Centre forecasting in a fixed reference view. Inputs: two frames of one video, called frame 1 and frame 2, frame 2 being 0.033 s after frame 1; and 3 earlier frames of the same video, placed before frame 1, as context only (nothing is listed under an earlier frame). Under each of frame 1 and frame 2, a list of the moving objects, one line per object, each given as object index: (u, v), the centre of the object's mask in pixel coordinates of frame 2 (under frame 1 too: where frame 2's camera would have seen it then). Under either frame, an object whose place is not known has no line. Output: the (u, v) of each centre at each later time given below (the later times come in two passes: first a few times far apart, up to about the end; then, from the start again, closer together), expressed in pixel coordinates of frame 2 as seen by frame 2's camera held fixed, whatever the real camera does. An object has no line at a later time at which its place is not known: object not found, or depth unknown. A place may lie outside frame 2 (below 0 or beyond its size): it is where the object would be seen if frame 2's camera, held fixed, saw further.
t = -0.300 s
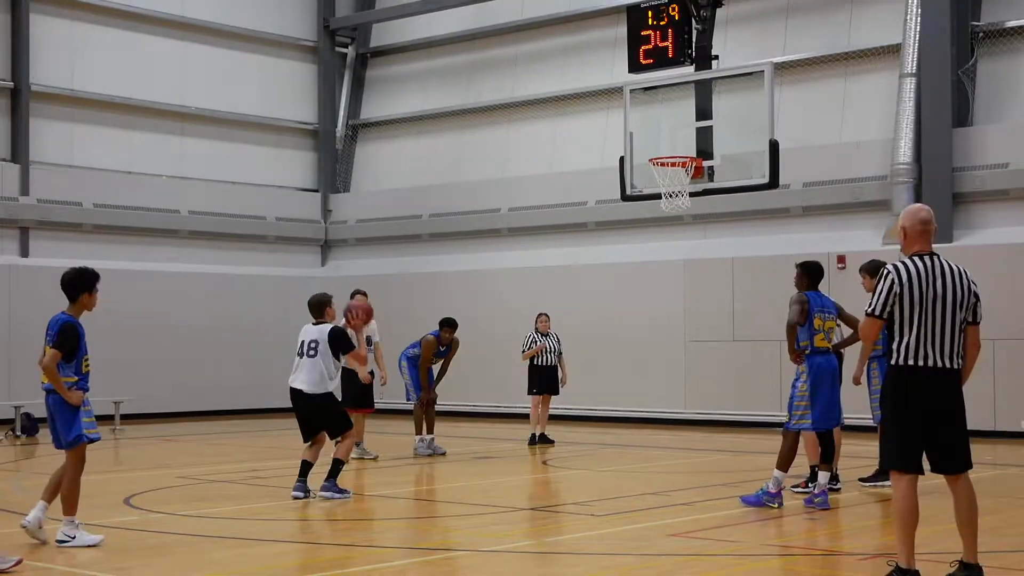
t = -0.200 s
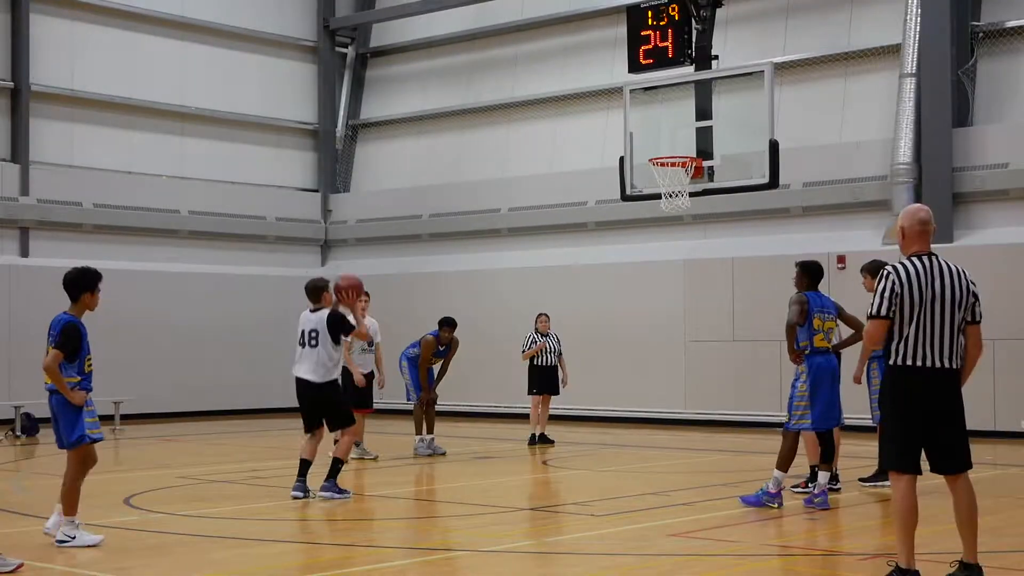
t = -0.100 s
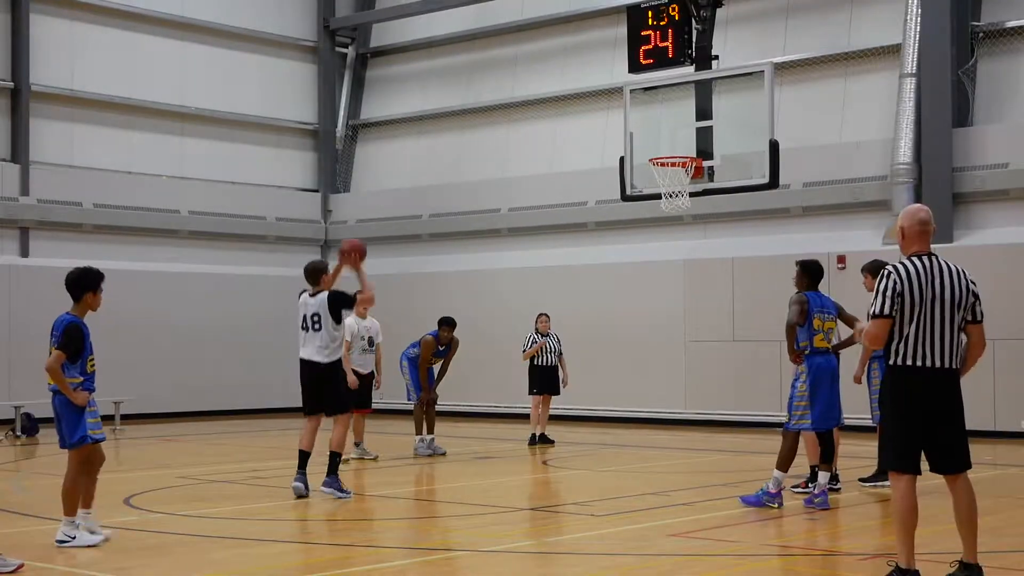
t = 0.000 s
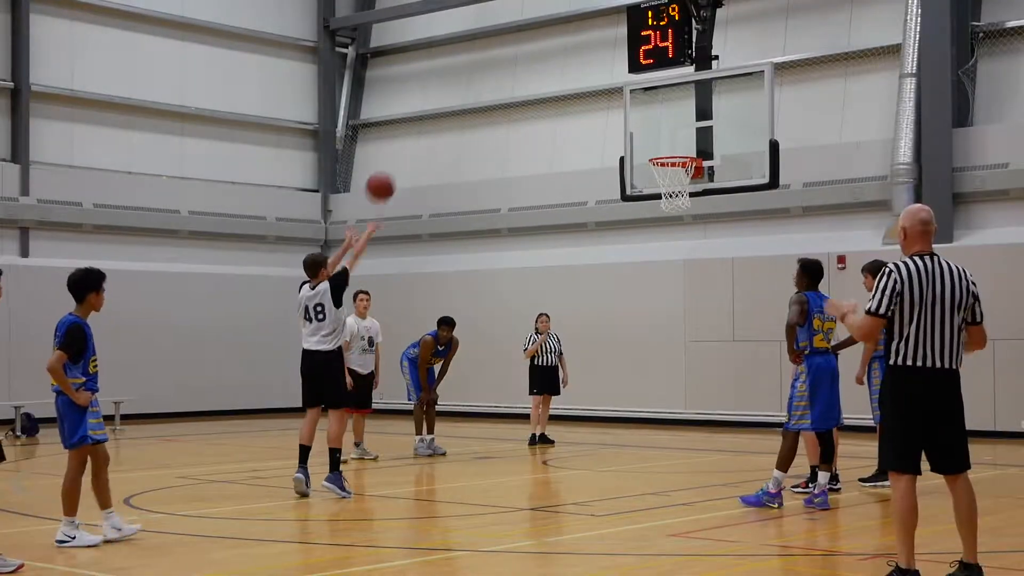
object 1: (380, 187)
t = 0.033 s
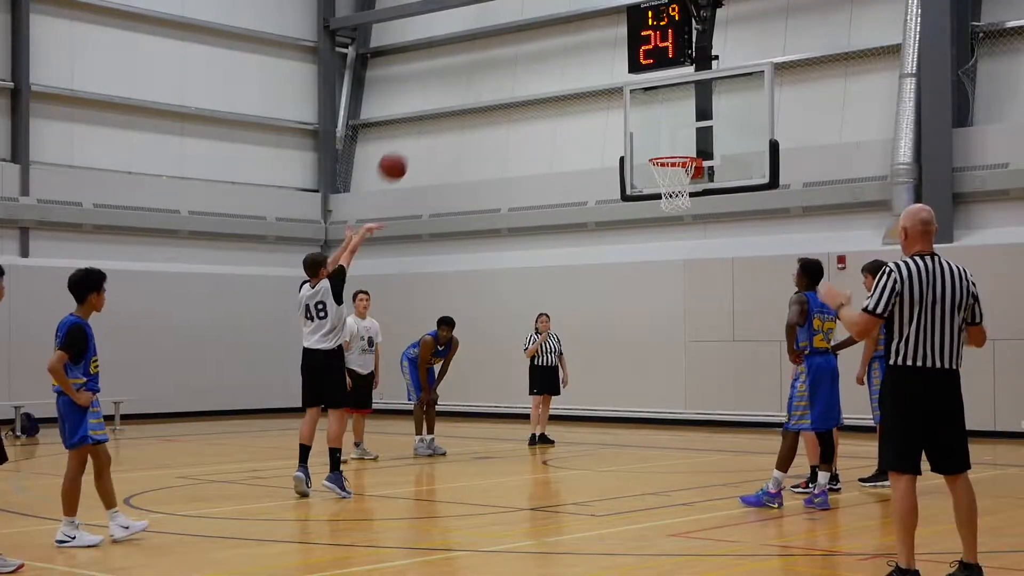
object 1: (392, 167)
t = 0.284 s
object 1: (479, 63)
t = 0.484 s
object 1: (540, 36)
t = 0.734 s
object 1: (610, 62)
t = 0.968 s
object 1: (667, 138)
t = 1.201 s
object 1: (668, 185)
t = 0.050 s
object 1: (399, 157)
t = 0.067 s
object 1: (405, 148)
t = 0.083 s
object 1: (411, 140)
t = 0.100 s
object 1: (417, 131)
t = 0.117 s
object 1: (422, 123)
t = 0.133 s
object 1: (429, 115)
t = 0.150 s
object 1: (434, 108)
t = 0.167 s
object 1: (440, 101)
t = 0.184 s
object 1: (446, 94)
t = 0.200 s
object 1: (452, 88)
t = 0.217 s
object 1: (457, 82)
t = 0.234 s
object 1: (462, 77)
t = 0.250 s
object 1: (468, 72)
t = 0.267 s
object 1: (474, 68)
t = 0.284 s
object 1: (479, 63)
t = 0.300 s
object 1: (484, 59)
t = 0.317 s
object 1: (490, 56)
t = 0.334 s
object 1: (495, 52)
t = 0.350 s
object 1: (500, 49)
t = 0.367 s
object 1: (506, 46)
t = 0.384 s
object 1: (510, 44)
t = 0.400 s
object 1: (516, 42)
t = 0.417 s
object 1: (520, 40)
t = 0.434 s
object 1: (525, 39)
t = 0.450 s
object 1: (530, 38)
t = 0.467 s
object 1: (535, 37)
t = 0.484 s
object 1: (540, 36)
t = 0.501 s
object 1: (545, 36)
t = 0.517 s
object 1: (550, 36)
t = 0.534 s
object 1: (555, 36)
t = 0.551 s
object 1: (559, 37)
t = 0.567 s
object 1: (564, 38)
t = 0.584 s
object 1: (569, 40)
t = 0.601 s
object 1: (573, 41)
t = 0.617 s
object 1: (578, 43)
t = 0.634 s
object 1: (582, 45)
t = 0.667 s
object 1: (592, 49)
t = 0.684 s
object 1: (596, 52)
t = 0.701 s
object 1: (601, 55)
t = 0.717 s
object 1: (605, 58)
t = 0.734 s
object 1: (610, 62)
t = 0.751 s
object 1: (614, 66)
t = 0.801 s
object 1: (626, 79)
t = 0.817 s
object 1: (630, 83)
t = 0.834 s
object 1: (635, 89)
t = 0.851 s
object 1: (639, 95)
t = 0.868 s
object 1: (643, 100)
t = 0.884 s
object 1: (647, 105)
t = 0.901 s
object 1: (651, 112)
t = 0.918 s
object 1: (655, 118)
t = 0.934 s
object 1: (659, 125)
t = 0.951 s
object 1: (663, 131)
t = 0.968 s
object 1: (667, 138)
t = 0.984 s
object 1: (671, 145)
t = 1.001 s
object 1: (675, 149)
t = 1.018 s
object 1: (677, 158)
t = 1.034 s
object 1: (676, 161)
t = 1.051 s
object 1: (674, 163)
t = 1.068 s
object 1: (670, 166)
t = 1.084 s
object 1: (667, 169)
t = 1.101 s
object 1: (667, 171)
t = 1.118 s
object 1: (667, 174)
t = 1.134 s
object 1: (666, 179)
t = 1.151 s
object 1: (667, 179)
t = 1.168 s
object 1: (667, 182)
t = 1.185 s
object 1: (667, 184)
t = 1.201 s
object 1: (668, 185)
